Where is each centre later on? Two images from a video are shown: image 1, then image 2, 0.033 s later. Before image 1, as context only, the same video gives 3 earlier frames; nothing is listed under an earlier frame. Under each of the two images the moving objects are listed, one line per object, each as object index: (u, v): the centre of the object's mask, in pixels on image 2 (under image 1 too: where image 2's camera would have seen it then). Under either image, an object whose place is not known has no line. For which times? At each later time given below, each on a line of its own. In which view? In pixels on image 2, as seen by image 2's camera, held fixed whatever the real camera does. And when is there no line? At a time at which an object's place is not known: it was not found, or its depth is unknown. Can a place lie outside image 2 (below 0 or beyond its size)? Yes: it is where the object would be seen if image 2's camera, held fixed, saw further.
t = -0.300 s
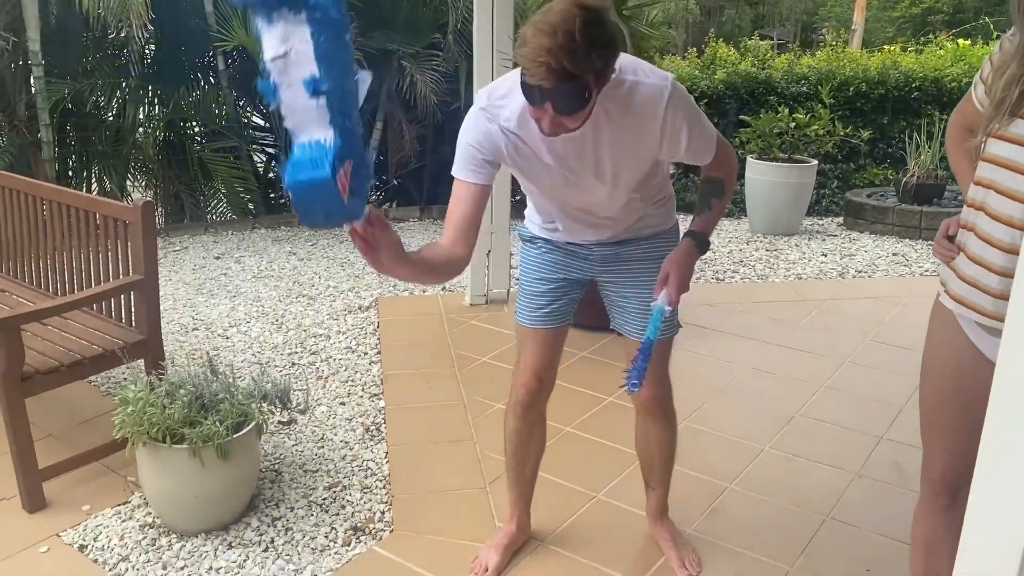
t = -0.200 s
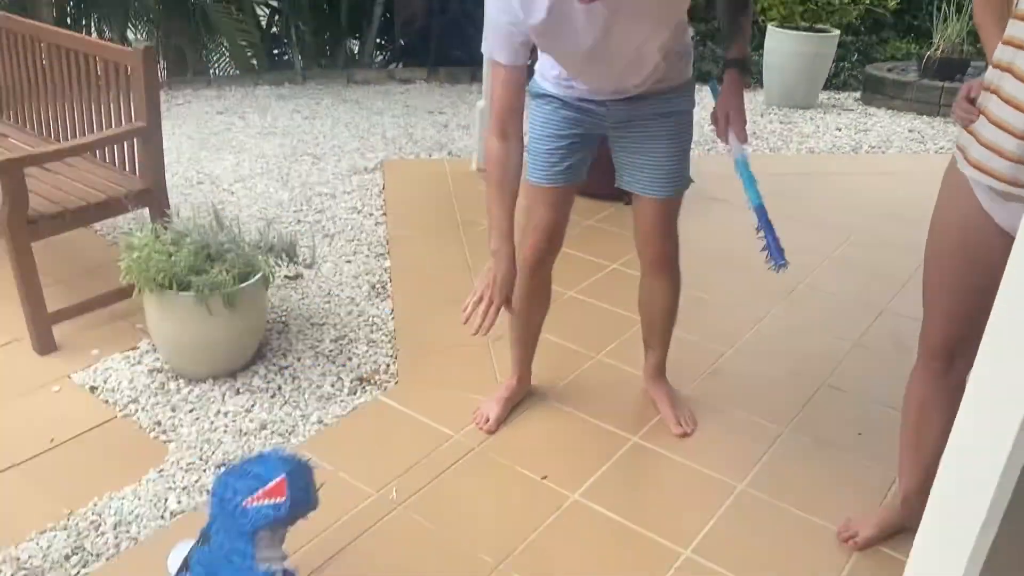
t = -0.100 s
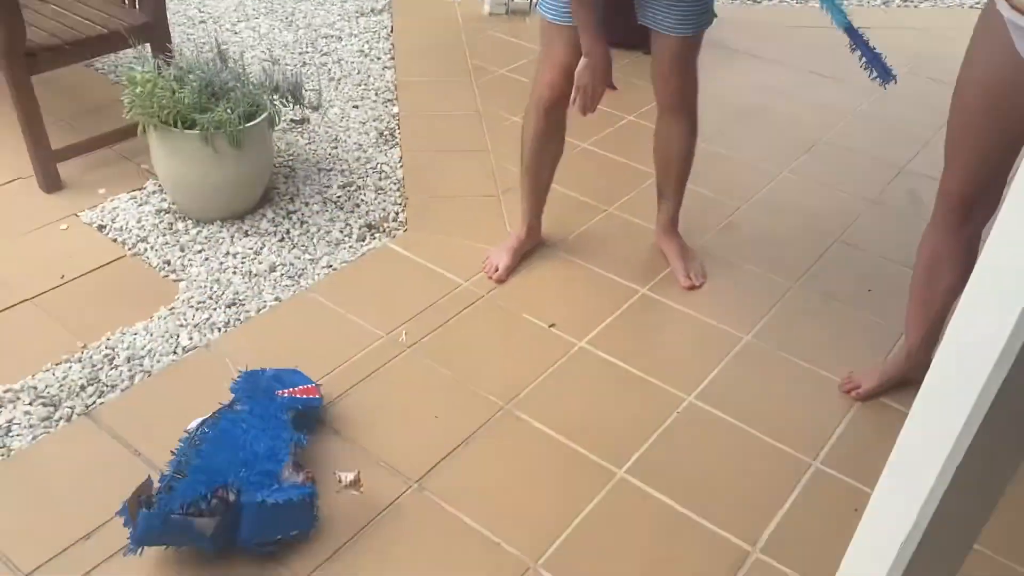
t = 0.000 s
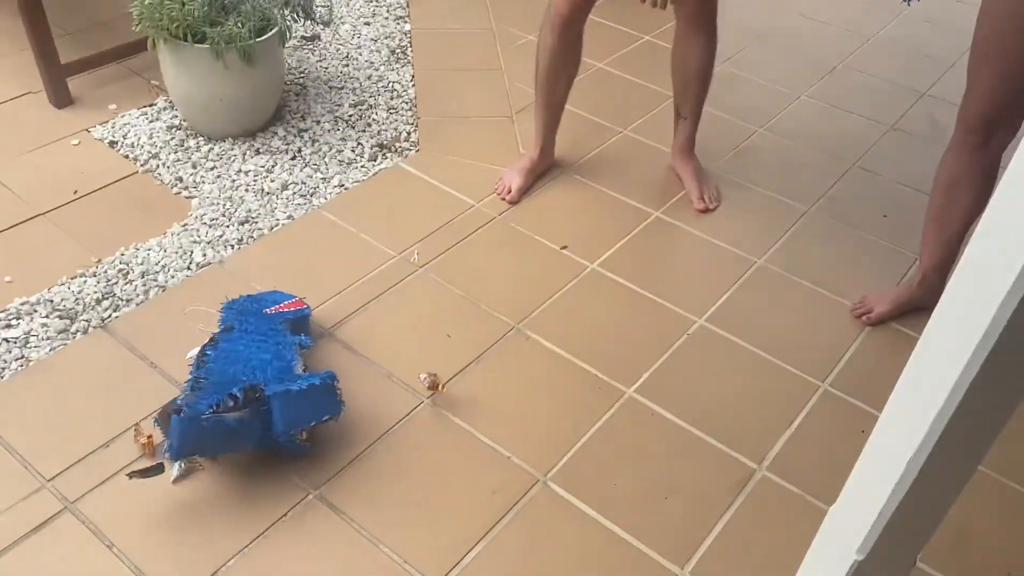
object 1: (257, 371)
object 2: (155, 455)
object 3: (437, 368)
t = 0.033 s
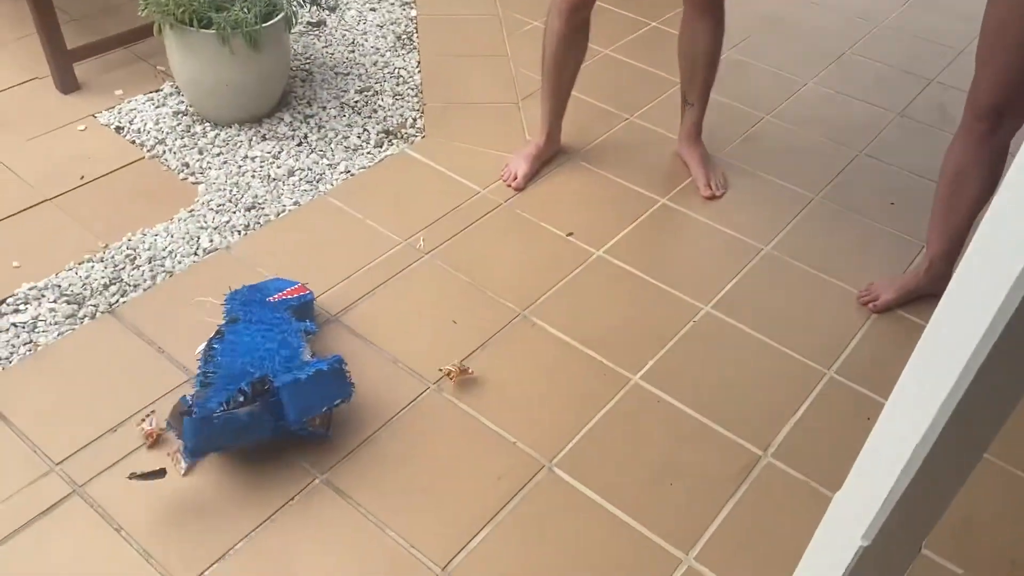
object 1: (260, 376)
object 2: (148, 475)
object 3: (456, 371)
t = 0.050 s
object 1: (261, 379)
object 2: (145, 486)
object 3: (466, 374)
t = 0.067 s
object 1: (262, 382)
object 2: (141, 498)
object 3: (472, 372)
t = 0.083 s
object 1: (263, 386)
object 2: (138, 510)
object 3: (478, 367)
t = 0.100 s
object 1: (264, 391)
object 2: (135, 523)
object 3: (483, 363)
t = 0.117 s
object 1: (263, 395)
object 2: (133, 536)
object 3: (489, 360)
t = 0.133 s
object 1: (264, 399)
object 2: (132, 551)
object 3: (494, 357)
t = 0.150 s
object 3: (500, 356)
